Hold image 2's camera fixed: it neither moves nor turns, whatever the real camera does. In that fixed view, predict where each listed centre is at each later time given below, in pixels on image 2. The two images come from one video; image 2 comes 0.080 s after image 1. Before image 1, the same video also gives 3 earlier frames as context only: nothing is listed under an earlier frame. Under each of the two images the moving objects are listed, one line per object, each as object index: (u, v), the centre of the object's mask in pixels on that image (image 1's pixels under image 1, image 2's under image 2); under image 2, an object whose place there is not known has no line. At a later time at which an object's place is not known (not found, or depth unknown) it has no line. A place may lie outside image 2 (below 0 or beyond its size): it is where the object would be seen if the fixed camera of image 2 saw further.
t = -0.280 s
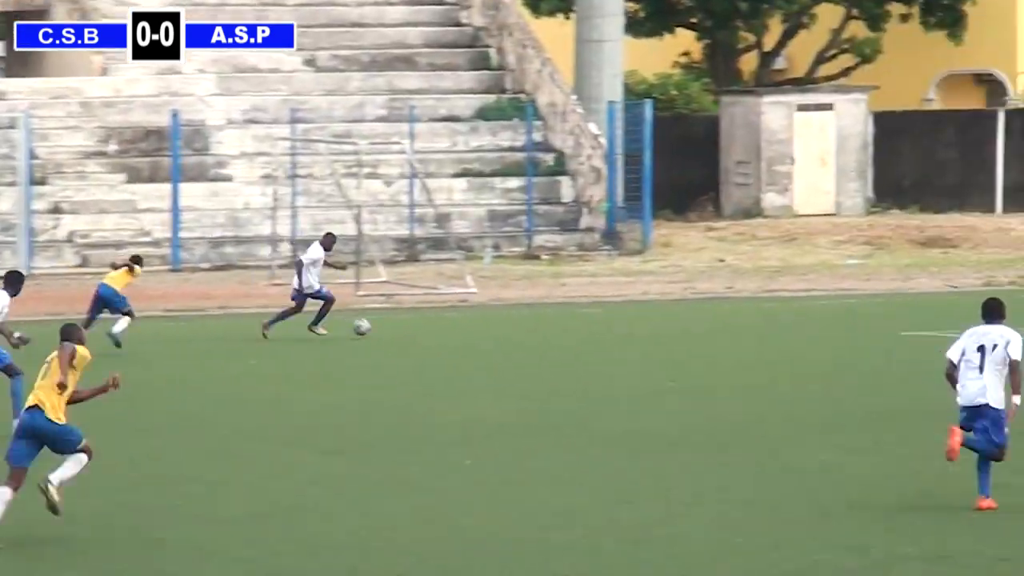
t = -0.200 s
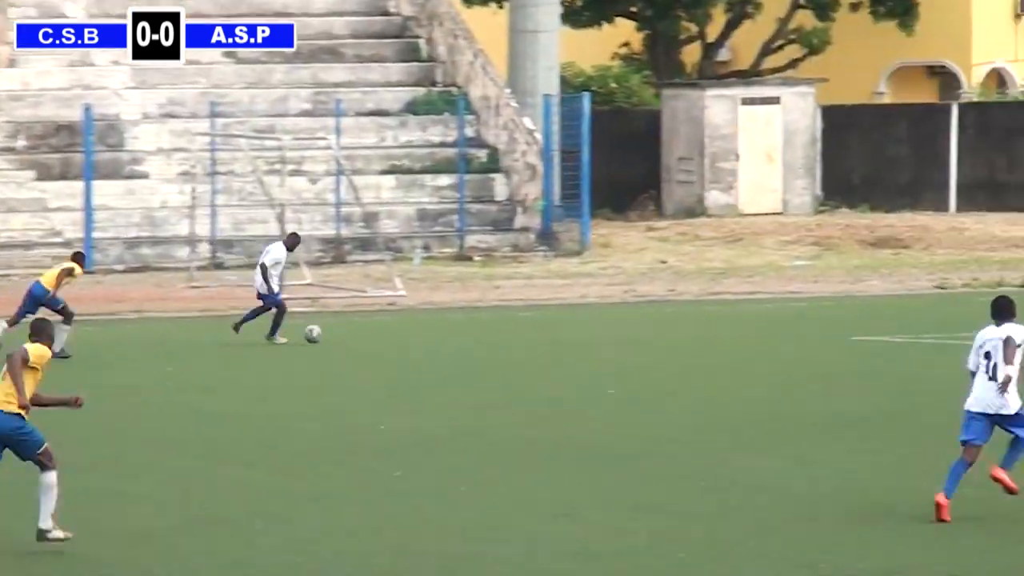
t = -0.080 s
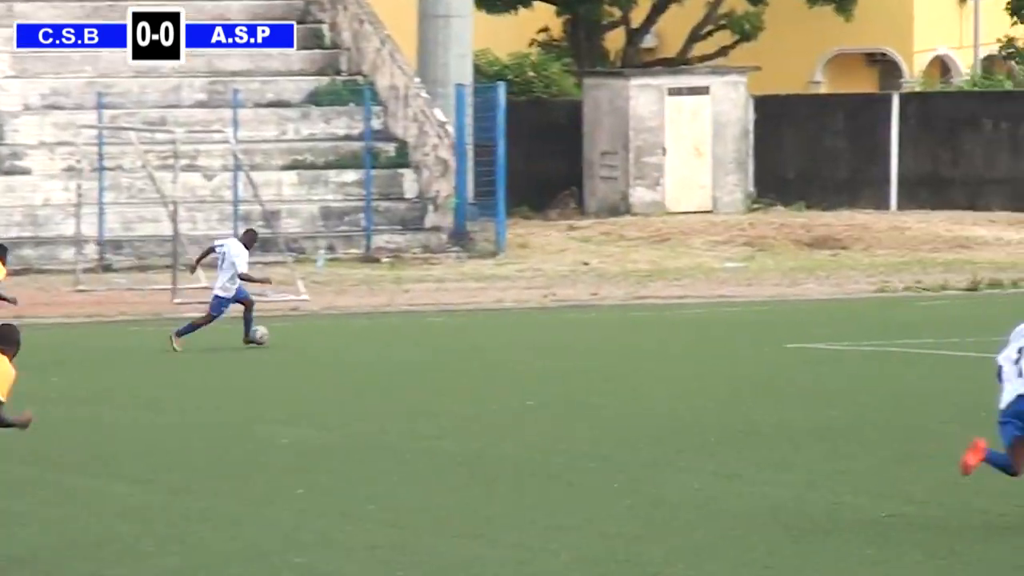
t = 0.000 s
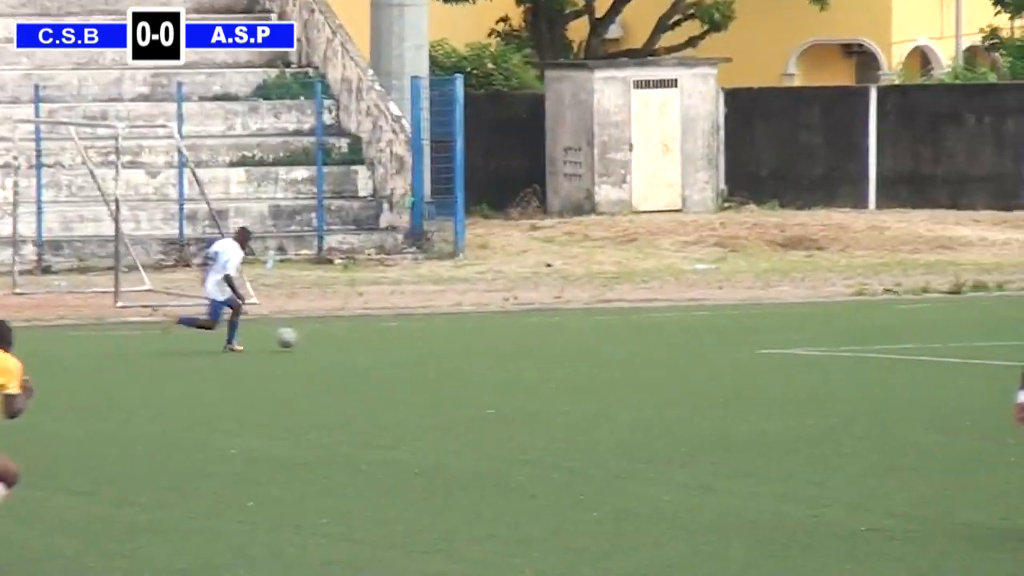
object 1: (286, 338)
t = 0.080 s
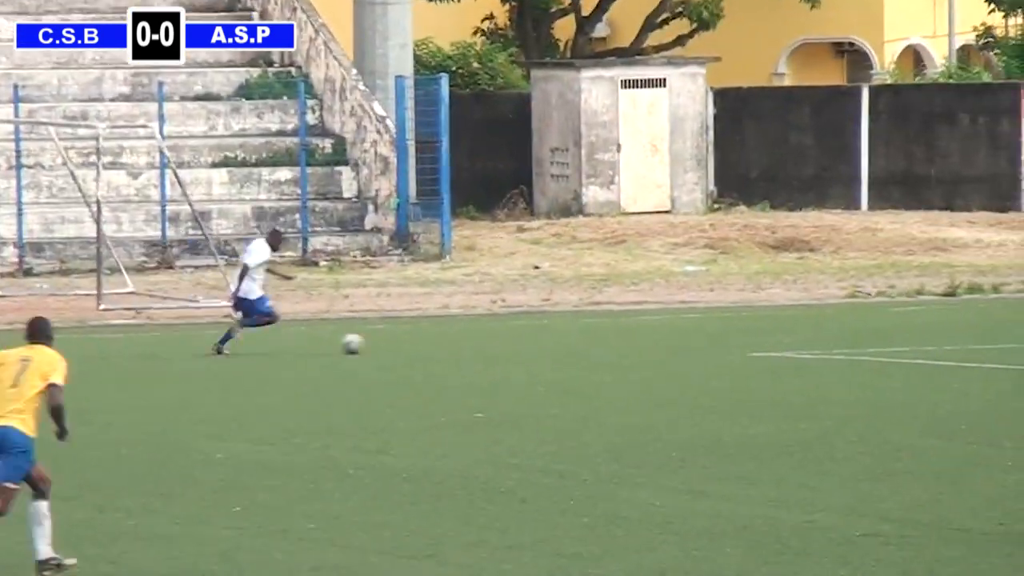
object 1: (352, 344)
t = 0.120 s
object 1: (389, 341)
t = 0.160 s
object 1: (424, 340)
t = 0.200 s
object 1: (460, 342)
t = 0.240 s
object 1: (492, 341)
